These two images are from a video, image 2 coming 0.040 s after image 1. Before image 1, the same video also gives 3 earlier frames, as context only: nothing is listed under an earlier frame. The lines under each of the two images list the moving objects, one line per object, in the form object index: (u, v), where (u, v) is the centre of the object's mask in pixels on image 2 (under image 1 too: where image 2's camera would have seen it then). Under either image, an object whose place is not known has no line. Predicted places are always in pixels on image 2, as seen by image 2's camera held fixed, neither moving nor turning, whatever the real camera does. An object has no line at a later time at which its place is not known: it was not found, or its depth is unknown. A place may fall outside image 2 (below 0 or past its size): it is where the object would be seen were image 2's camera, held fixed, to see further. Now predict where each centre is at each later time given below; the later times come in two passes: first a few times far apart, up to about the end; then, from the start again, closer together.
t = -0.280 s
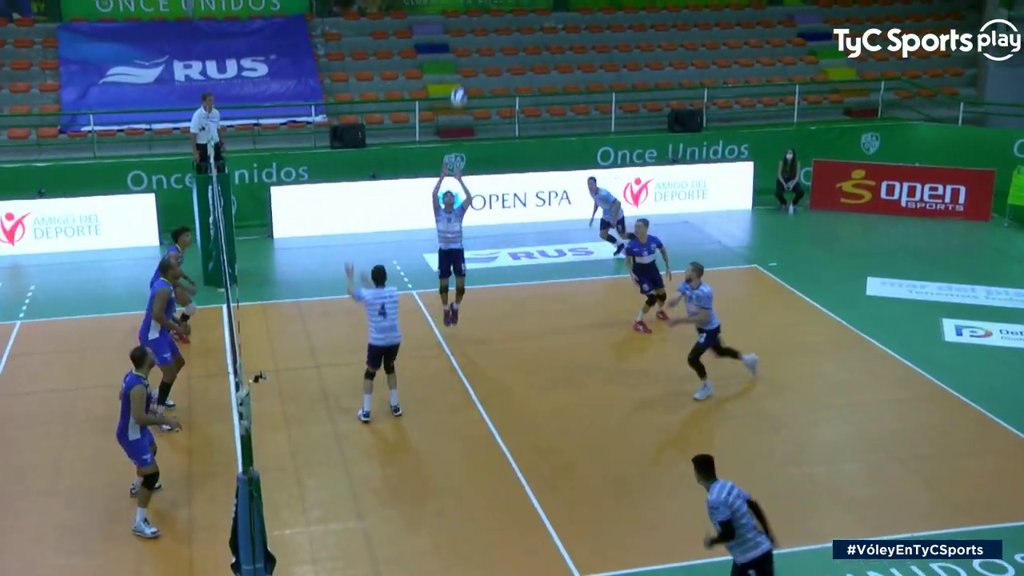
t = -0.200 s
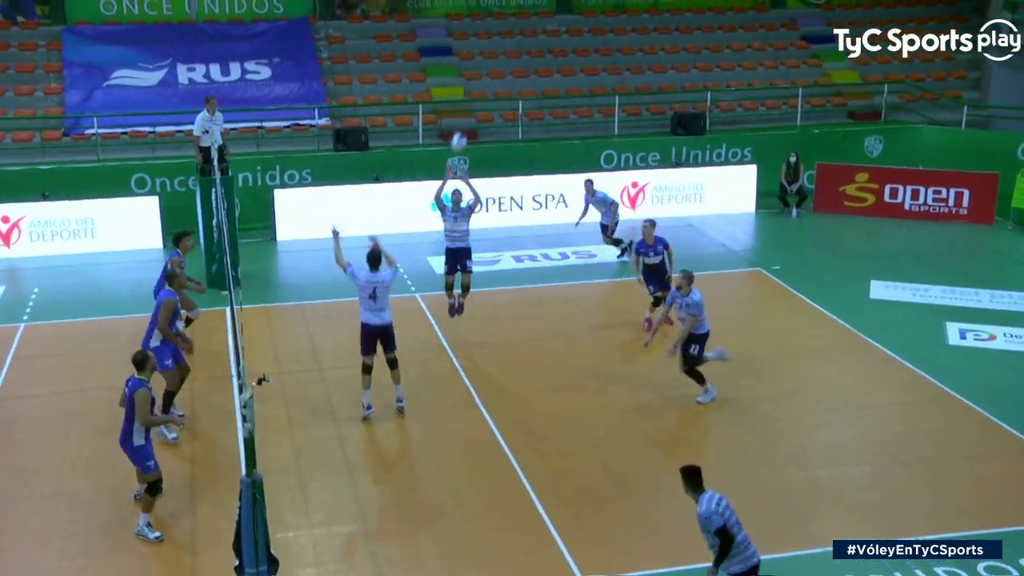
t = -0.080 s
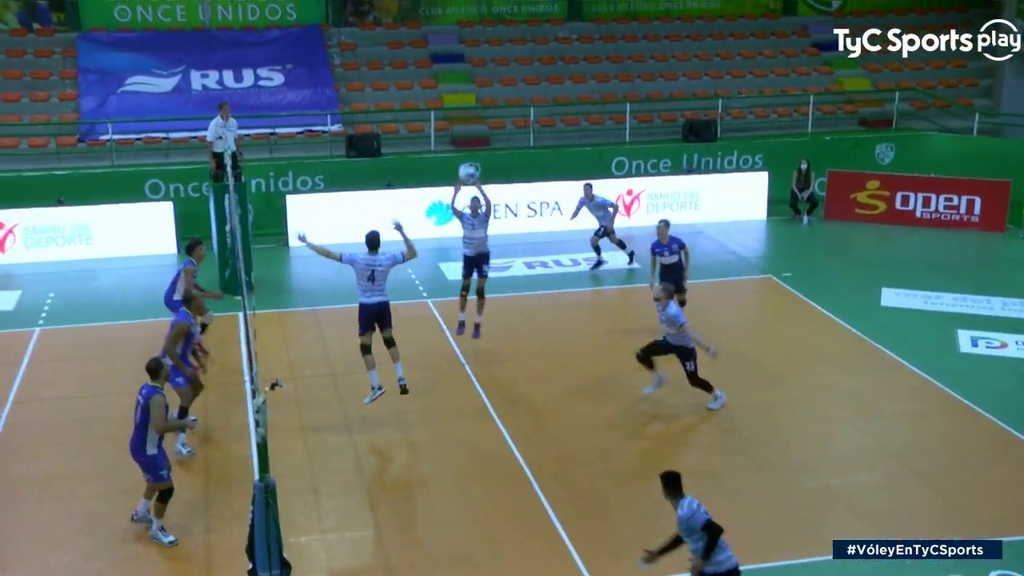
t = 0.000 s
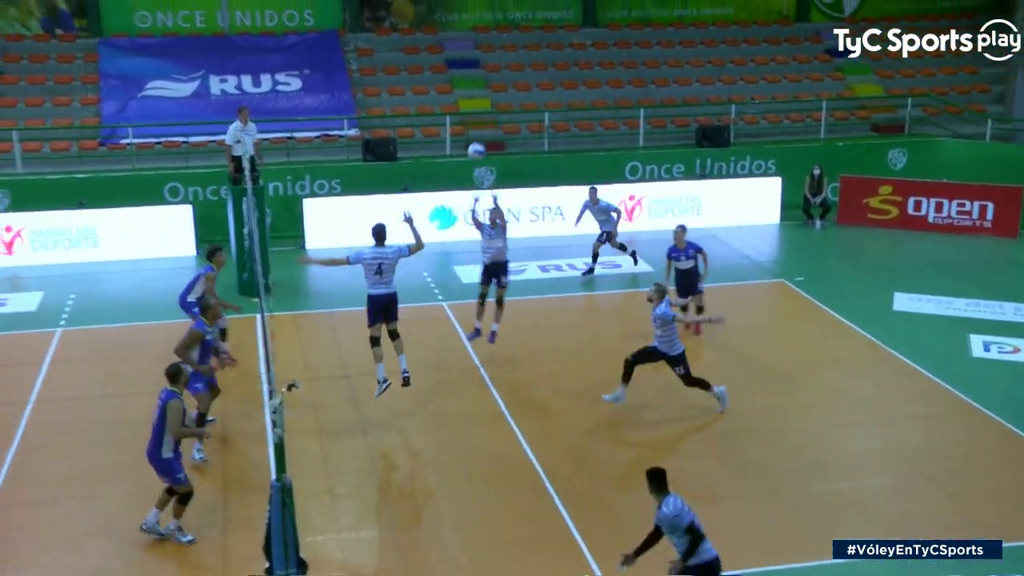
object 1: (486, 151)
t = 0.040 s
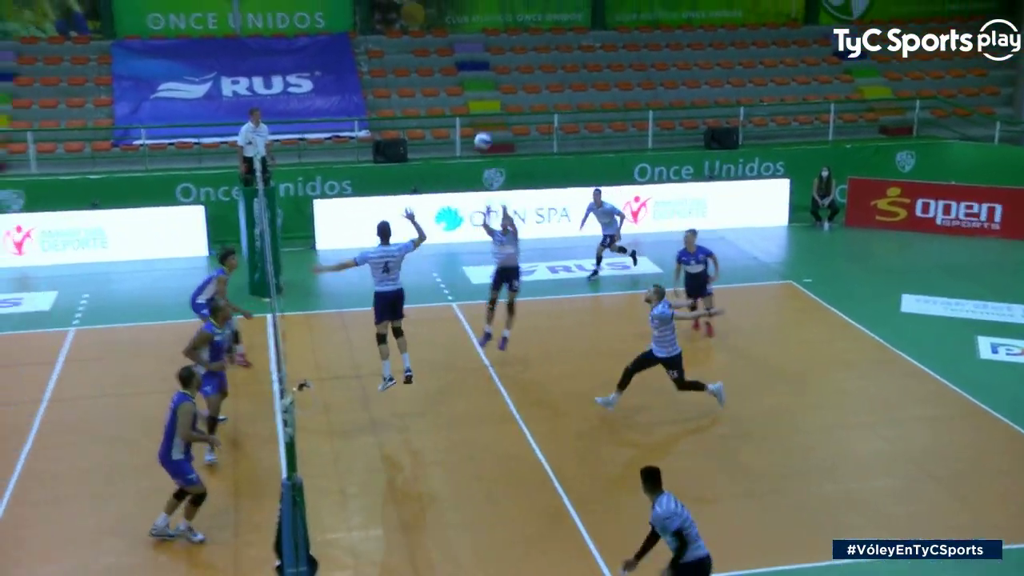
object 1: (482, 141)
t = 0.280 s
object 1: (464, 93)
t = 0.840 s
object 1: (417, 169)
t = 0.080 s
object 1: (480, 130)
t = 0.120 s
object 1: (477, 121)
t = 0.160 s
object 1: (473, 112)
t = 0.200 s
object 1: (471, 105)
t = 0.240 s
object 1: (467, 98)
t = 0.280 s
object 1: (464, 93)
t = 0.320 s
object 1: (461, 89)
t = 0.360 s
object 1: (458, 86)
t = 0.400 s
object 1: (455, 86)
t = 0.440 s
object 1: (452, 86)
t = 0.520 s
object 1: (444, 89)
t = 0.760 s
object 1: (424, 139)
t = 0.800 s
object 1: (421, 153)
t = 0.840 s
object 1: (417, 169)
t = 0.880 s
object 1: (414, 186)
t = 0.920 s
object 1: (410, 208)
